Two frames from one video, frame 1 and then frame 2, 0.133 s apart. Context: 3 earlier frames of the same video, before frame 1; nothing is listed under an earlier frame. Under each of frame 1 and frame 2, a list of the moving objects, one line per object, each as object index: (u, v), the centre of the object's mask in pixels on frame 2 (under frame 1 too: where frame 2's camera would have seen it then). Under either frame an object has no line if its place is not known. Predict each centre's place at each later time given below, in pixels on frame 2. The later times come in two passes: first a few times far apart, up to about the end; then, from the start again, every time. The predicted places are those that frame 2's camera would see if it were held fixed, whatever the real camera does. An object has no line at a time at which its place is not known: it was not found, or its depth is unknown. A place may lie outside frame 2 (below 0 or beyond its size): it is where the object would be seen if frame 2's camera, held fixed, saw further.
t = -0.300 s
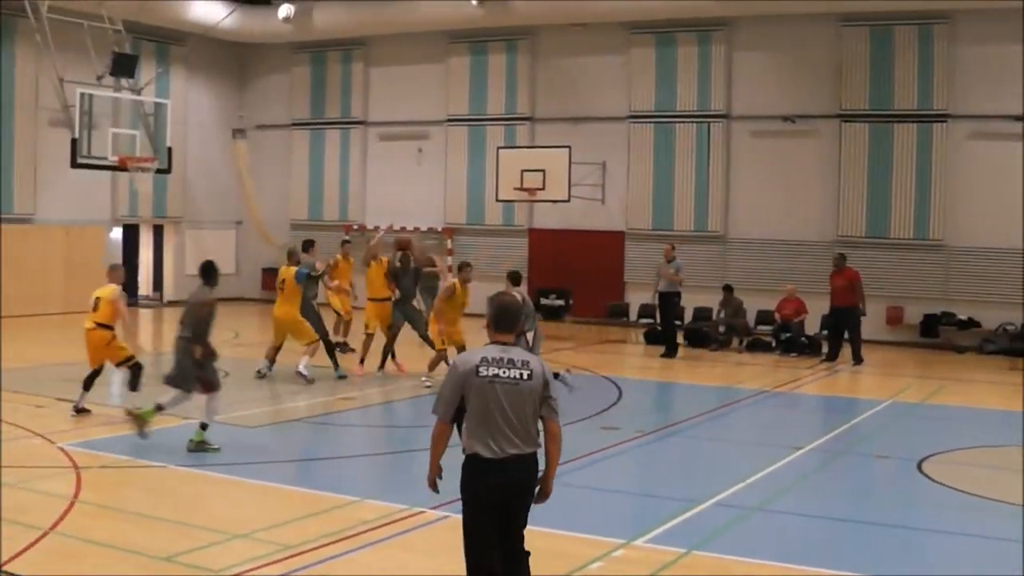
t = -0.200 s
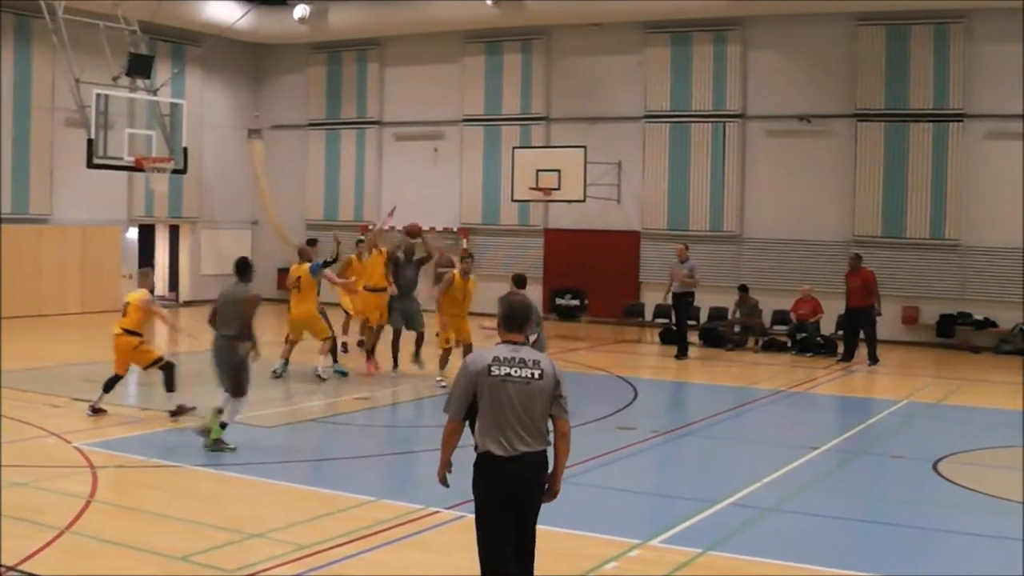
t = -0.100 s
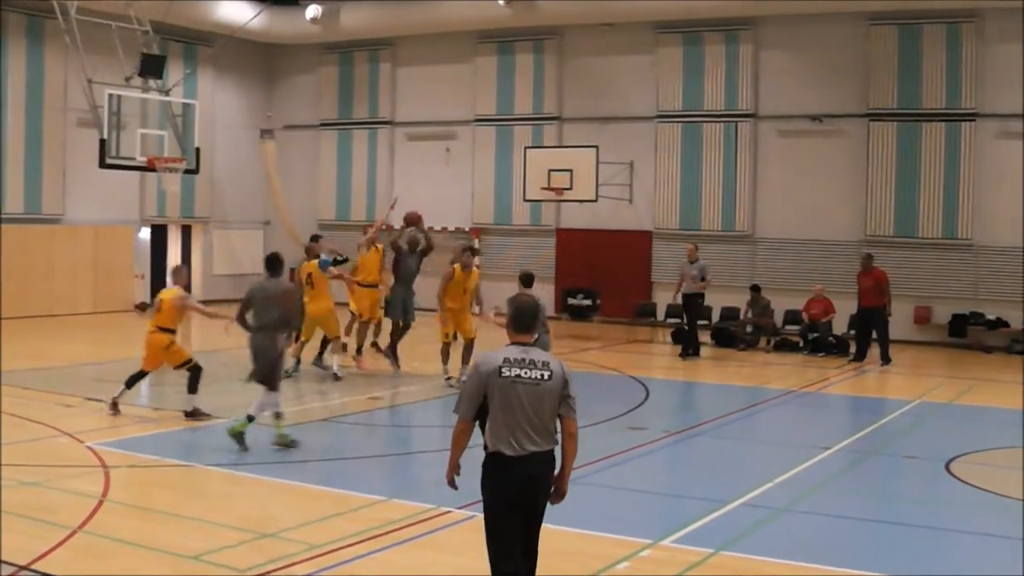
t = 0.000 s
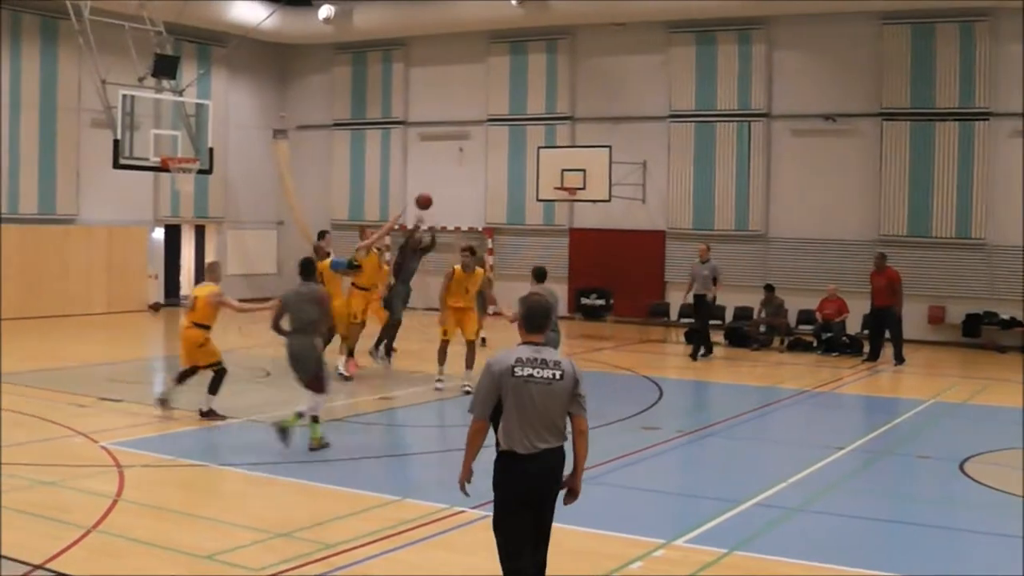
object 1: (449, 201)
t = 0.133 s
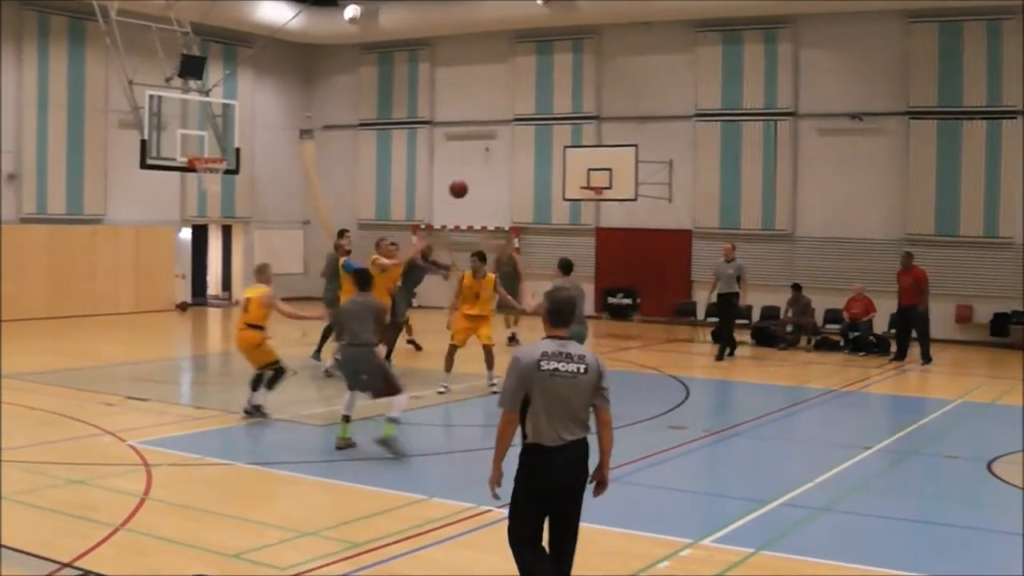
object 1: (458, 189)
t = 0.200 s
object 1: (462, 186)
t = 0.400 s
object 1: (478, 202)
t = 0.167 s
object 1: (460, 187)
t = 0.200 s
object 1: (462, 186)
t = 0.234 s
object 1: (465, 187)
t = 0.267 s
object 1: (467, 188)
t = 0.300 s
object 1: (470, 190)
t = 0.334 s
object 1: (472, 193)
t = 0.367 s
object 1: (475, 197)
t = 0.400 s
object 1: (478, 202)
